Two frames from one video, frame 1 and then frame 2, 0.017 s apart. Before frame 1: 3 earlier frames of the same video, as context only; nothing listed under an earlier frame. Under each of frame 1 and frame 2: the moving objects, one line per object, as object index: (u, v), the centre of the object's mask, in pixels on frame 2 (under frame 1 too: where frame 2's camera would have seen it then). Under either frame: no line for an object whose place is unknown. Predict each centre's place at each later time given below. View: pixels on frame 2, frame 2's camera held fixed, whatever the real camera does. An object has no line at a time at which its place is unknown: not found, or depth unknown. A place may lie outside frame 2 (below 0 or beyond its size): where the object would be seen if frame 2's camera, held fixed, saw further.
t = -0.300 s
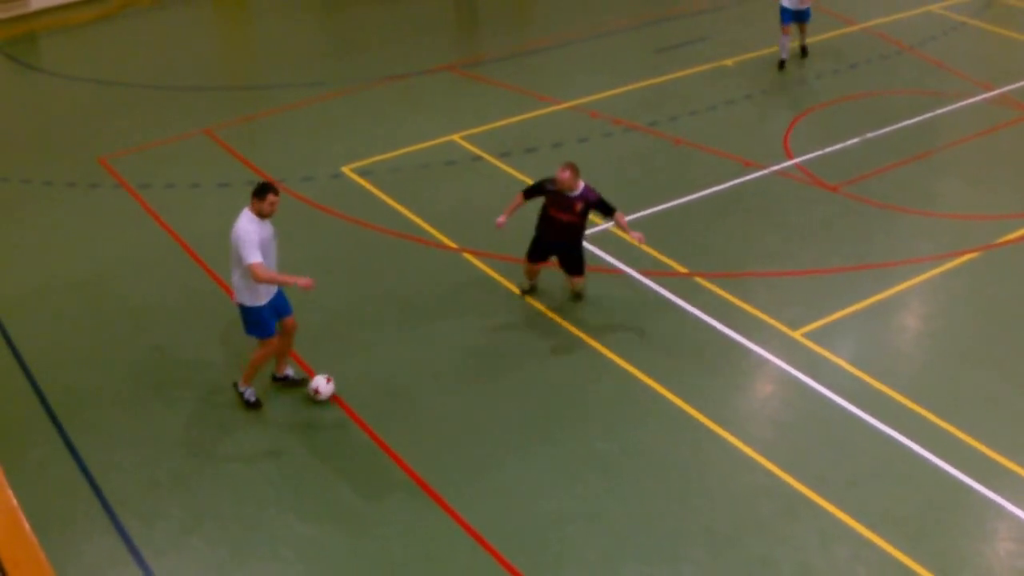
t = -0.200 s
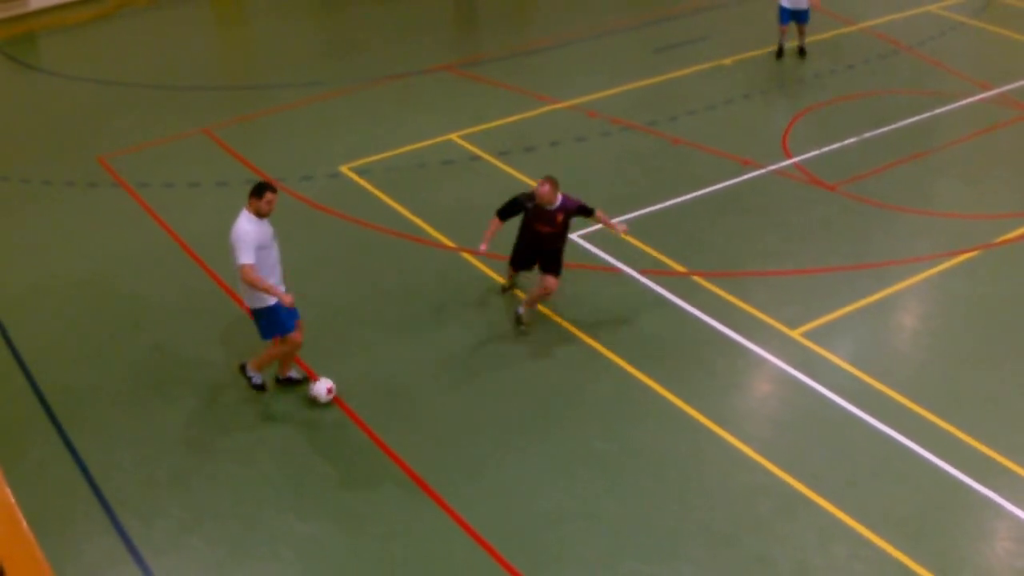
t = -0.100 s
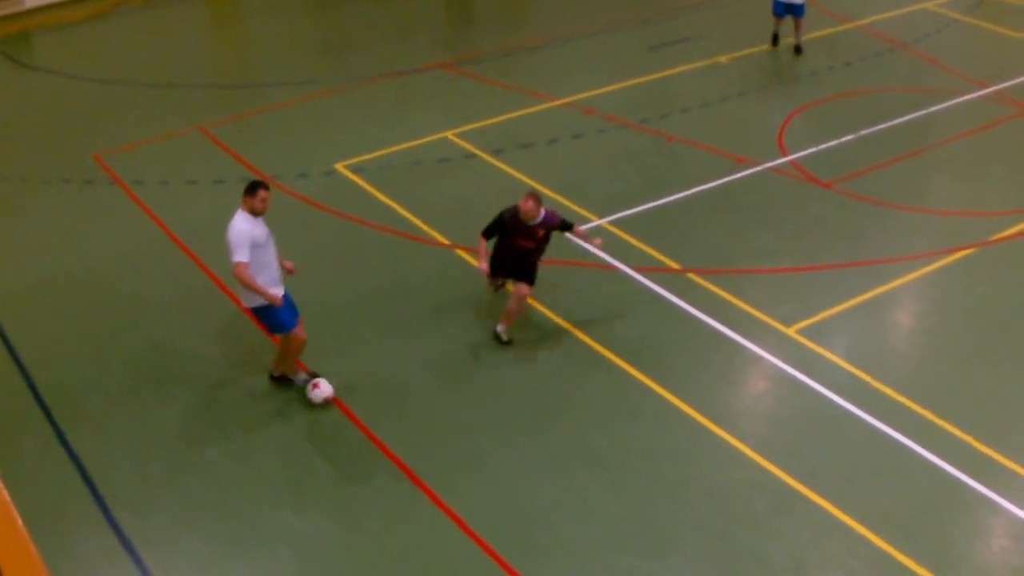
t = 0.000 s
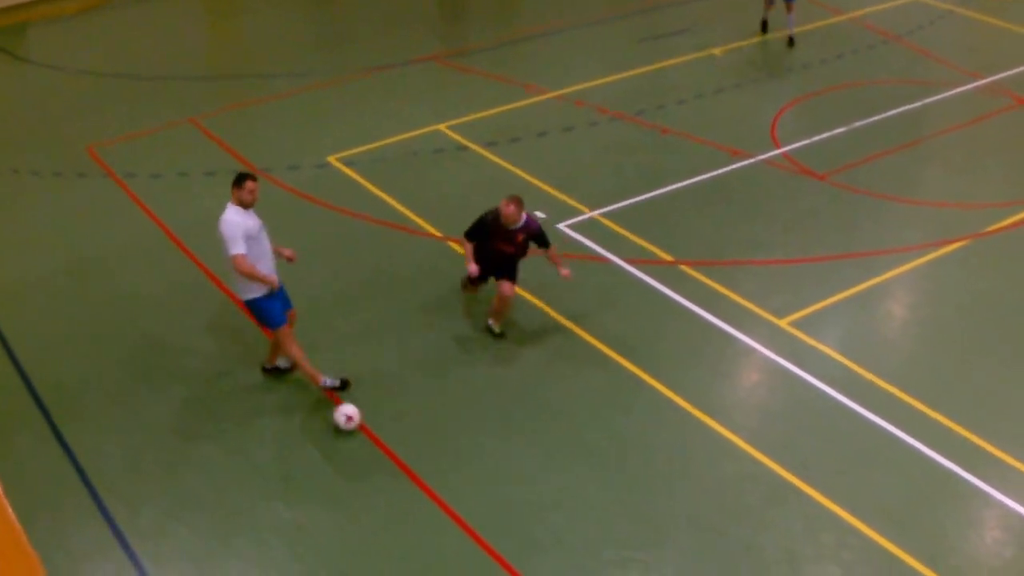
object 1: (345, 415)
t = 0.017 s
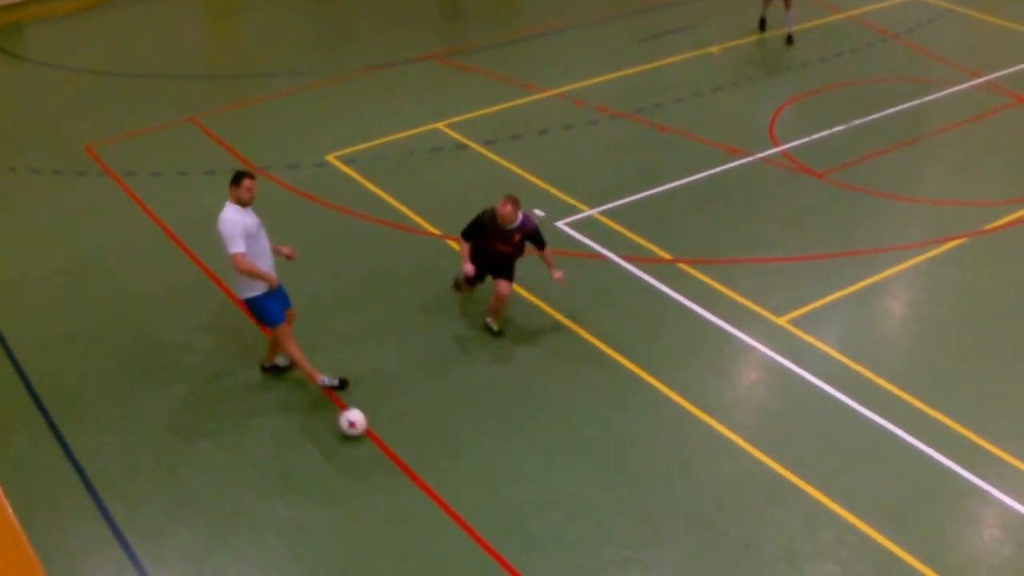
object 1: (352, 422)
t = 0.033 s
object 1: (360, 429)
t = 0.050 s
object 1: (368, 437)
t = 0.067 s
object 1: (376, 444)
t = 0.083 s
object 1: (384, 452)
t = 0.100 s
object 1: (392, 459)
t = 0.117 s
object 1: (399, 466)
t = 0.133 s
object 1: (407, 474)
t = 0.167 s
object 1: (424, 490)
